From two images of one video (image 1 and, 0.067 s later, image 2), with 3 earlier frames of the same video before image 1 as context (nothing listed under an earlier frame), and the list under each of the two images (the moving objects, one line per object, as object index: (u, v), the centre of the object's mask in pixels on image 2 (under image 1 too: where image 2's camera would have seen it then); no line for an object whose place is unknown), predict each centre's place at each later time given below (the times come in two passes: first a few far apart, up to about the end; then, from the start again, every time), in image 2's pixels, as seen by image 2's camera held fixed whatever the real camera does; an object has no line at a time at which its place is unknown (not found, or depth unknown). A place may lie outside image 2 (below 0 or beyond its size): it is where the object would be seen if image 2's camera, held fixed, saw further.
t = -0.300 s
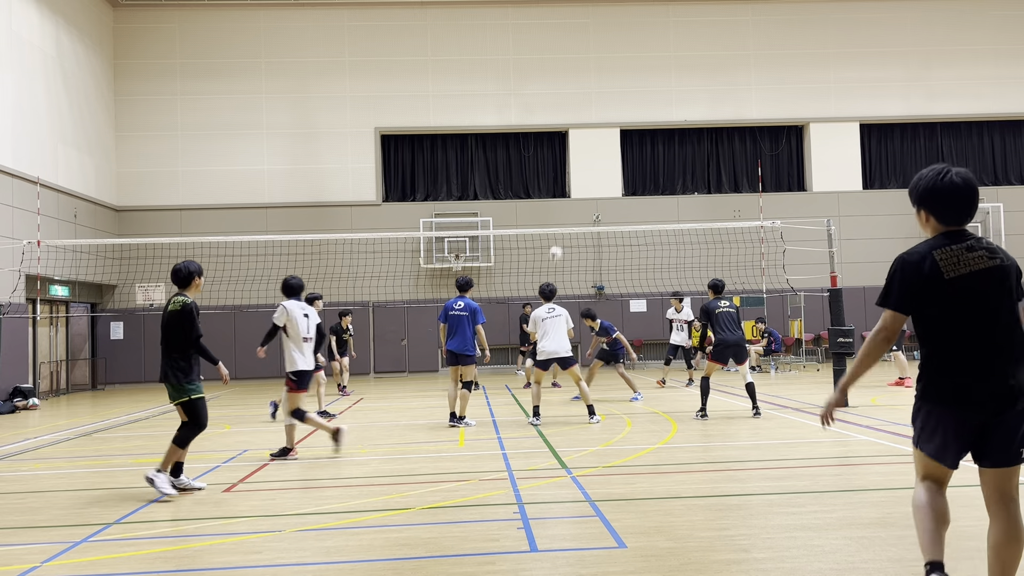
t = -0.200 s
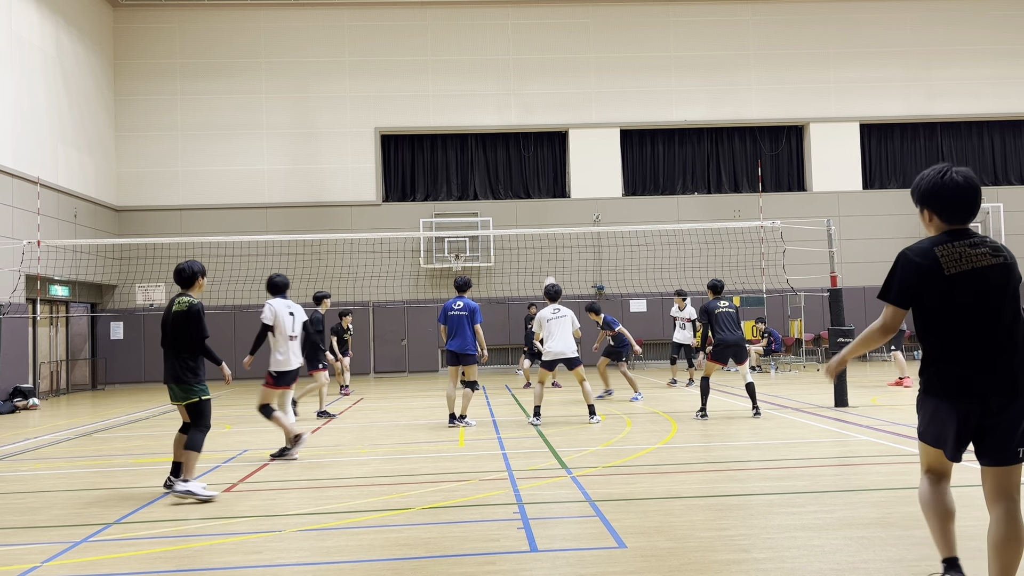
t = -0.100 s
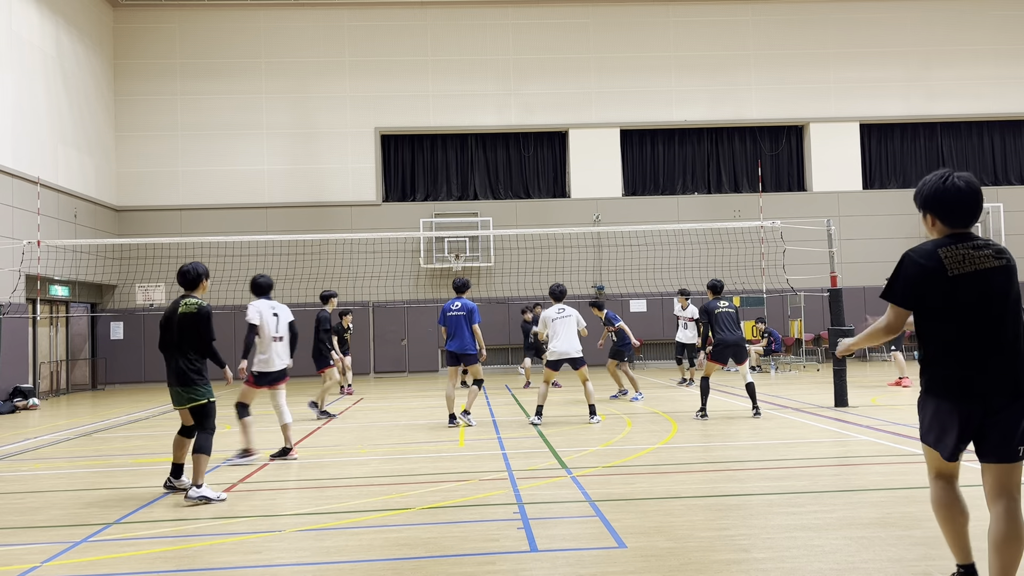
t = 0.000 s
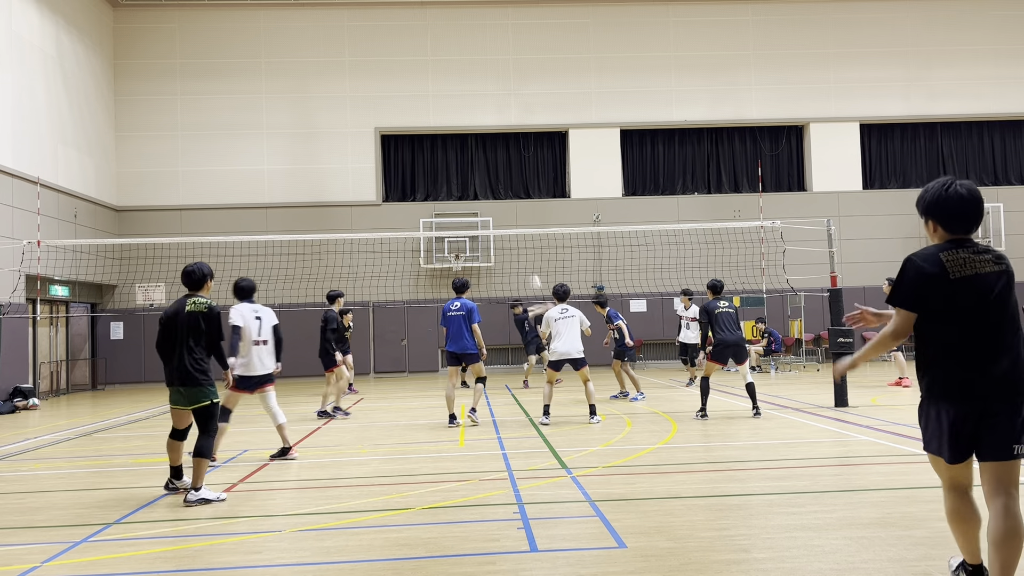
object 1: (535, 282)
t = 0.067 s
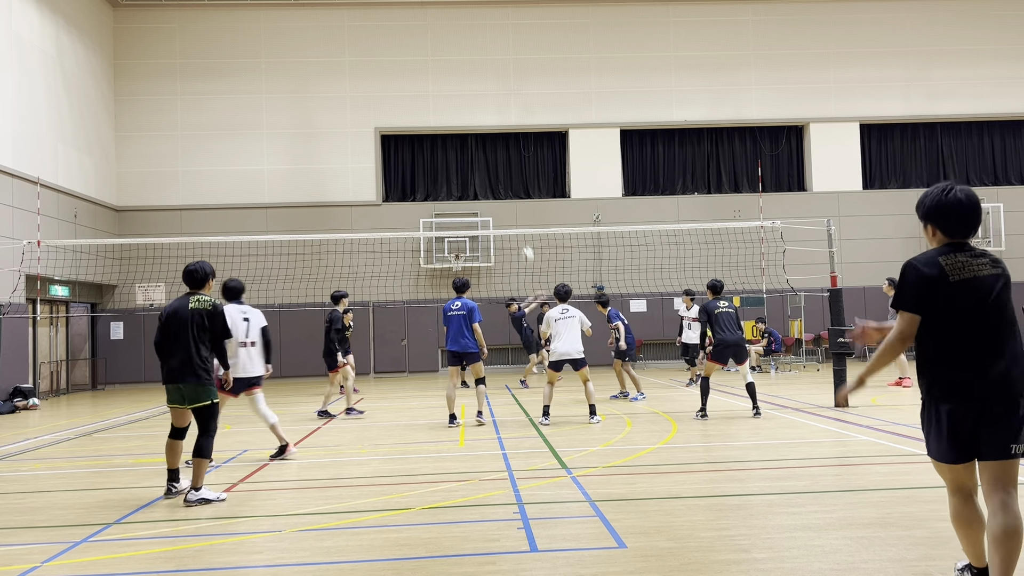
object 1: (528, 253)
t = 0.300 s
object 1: (502, 171)
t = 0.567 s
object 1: (471, 108)
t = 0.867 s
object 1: (435, 85)
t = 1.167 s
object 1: (399, 118)
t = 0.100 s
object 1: (524, 241)
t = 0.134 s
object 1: (520, 225)
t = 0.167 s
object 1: (517, 215)
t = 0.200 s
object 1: (513, 203)
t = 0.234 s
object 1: (509, 192)
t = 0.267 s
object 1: (506, 181)
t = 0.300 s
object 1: (502, 171)
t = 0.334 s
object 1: (498, 161)
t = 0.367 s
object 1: (494, 152)
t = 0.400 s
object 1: (490, 143)
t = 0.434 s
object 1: (486, 135)
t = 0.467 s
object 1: (483, 127)
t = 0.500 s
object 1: (479, 120)
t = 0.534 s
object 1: (474, 113)
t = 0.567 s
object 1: (471, 108)
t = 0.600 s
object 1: (467, 103)
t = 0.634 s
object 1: (463, 98)
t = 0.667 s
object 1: (459, 94)
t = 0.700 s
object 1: (455, 91)
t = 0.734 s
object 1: (451, 89)
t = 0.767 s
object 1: (447, 87)
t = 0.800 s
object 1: (443, 86)
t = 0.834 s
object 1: (439, 85)
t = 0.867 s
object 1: (435, 85)
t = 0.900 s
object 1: (431, 86)
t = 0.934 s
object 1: (427, 88)
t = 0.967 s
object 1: (423, 89)
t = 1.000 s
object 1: (419, 92)
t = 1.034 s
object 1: (415, 96)
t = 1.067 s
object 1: (411, 101)
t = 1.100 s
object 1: (407, 106)
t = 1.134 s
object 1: (403, 112)
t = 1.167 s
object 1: (399, 118)
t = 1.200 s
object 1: (395, 127)
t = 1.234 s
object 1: (391, 135)
